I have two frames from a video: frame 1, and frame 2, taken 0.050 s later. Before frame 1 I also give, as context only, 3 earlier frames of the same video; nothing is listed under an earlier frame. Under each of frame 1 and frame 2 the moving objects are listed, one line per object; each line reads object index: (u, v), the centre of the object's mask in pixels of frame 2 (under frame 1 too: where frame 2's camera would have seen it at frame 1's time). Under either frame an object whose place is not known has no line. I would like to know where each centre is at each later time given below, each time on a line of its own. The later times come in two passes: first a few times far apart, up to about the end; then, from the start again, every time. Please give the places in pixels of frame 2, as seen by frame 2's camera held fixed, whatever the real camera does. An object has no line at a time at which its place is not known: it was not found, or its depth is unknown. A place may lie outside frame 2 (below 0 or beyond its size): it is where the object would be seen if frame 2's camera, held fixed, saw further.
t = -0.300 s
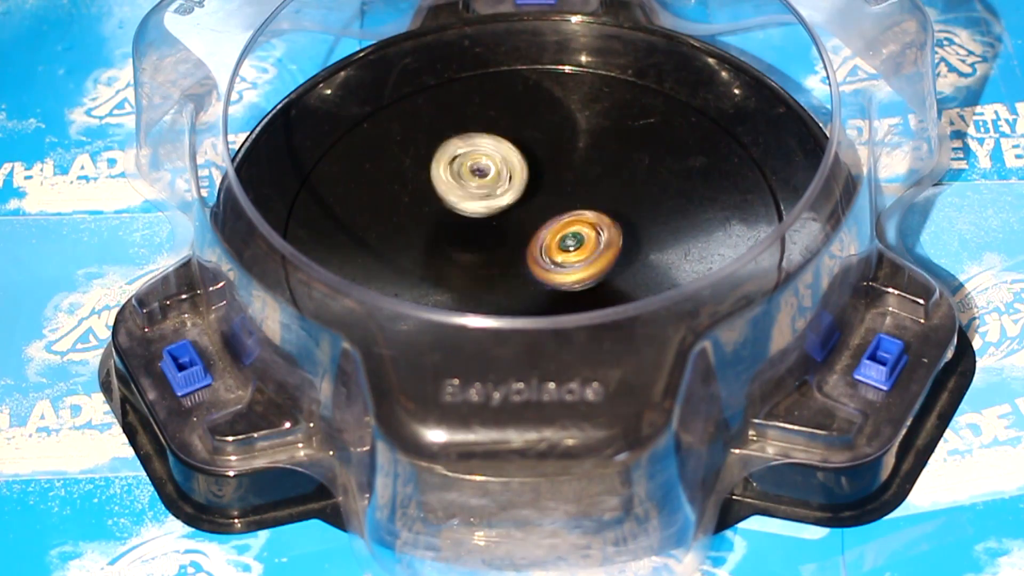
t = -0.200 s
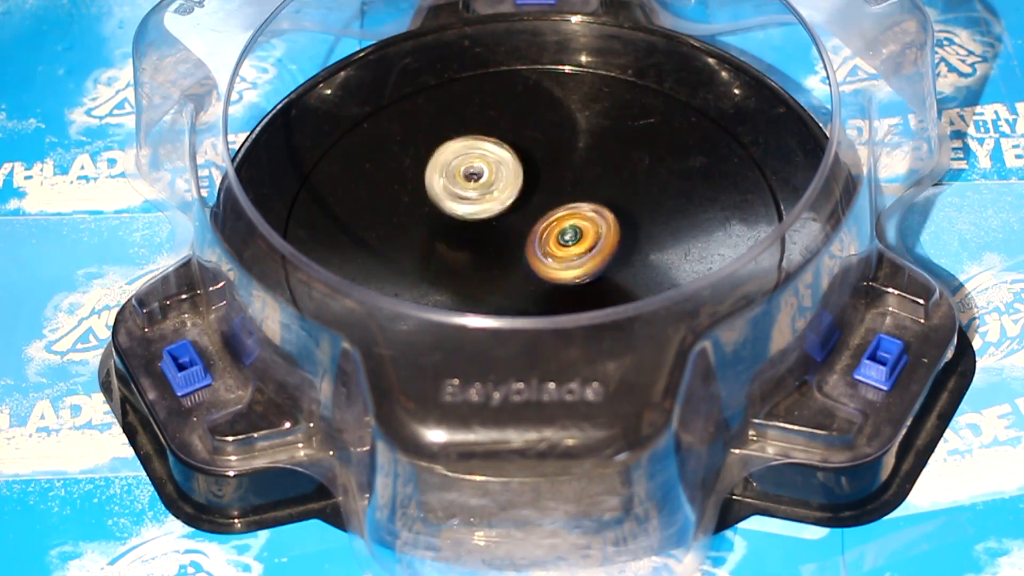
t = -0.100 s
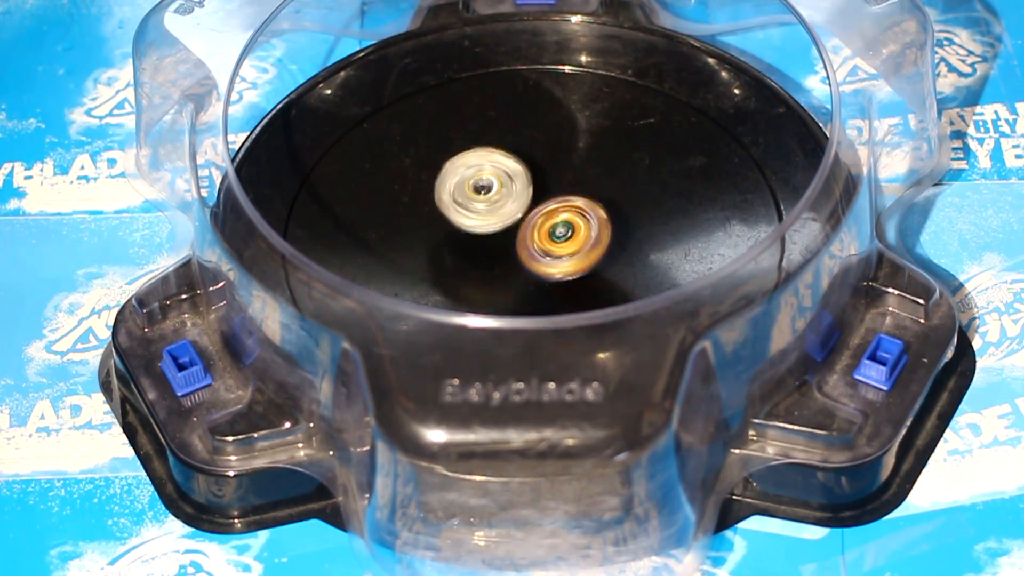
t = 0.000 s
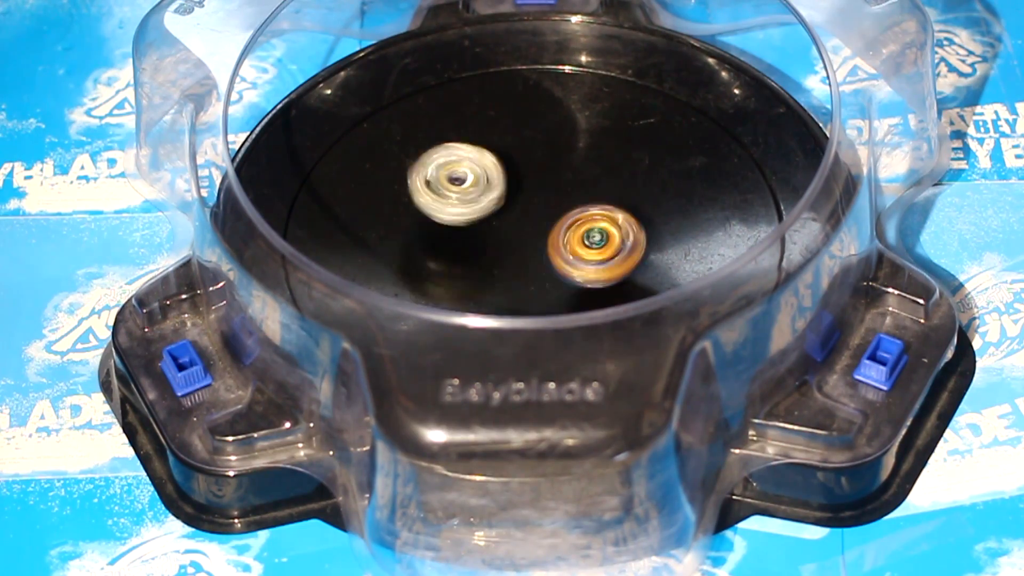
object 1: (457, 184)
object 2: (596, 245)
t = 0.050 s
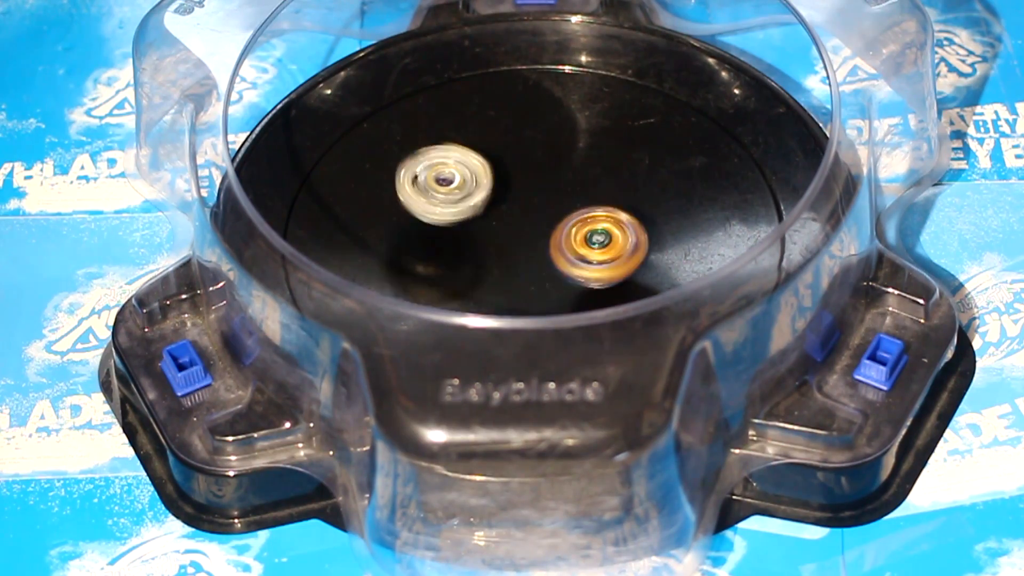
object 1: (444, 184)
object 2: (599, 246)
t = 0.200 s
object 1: (440, 203)
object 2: (590, 249)
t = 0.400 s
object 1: (479, 228)
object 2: (595, 255)
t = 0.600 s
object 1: (472, 233)
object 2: (609, 257)
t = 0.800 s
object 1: (504, 229)
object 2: (599, 255)
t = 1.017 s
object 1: (475, 196)
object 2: (608, 256)
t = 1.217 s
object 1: (473, 192)
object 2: (594, 259)
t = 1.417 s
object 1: (502, 203)
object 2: (572, 265)
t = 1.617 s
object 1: (491, 194)
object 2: (570, 280)
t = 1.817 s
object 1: (501, 207)
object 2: (563, 279)
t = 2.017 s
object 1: (514, 208)
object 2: (563, 281)
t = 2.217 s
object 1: (518, 203)
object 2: (550, 279)
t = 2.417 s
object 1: (527, 199)
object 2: (536, 282)
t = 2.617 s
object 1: (532, 163)
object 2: (508, 311)
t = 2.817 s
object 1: (536, 172)
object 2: (505, 291)
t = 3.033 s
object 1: (545, 186)
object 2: (506, 279)
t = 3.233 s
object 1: (562, 142)
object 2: (507, 284)
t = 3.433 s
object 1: (567, 148)
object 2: (498, 278)
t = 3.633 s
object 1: (547, 188)
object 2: (488, 265)
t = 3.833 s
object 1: (526, 191)
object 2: (458, 272)
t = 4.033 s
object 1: (499, 195)
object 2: (460, 260)
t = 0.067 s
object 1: (443, 185)
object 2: (598, 246)
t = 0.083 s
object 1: (441, 187)
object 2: (596, 246)
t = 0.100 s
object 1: (439, 188)
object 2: (596, 247)
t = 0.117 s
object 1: (440, 191)
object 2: (594, 247)
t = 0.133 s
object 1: (438, 193)
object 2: (593, 248)
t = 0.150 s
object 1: (438, 195)
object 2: (593, 248)
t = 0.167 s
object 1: (440, 198)
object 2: (592, 248)
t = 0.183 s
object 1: (439, 201)
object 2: (591, 249)
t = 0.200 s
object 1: (440, 203)
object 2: (590, 249)
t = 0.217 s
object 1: (444, 205)
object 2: (590, 250)
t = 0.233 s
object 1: (446, 209)
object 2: (588, 250)
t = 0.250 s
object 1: (449, 211)
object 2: (588, 251)
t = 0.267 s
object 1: (454, 214)
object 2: (587, 251)
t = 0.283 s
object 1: (458, 217)
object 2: (585, 251)
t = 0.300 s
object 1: (461, 219)
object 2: (585, 252)
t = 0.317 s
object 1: (468, 220)
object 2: (584, 252)
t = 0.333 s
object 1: (474, 224)
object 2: (583, 253)
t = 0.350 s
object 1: (477, 226)
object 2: (582, 253)
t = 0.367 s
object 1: (485, 227)
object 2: (582, 254)
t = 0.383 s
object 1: (483, 228)
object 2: (587, 255)
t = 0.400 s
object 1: (479, 228)
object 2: (595, 255)
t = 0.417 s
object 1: (479, 229)
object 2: (603, 256)
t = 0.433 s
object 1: (476, 229)
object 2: (607, 256)
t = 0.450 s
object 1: (474, 229)
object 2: (611, 257)
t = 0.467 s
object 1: (475, 230)
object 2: (613, 257)
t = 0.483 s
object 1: (472, 230)
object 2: (615, 257)
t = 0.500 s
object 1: (470, 230)
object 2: (615, 257)
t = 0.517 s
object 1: (472, 231)
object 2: (614, 257)
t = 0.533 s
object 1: (469, 232)
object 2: (613, 257)
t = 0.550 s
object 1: (470, 232)
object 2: (612, 257)
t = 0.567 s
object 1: (472, 233)
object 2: (611, 256)
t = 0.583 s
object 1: (470, 233)
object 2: (610, 257)
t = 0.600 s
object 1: (472, 233)
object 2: (609, 257)
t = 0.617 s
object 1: (476, 234)
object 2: (609, 257)
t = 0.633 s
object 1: (476, 234)
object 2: (608, 257)
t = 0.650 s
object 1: (479, 234)
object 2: (608, 257)
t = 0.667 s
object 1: (483, 234)
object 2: (606, 256)
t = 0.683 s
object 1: (484, 234)
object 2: (606, 256)
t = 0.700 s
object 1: (487, 234)
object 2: (606, 256)
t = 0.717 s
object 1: (490, 233)
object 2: (605, 256)
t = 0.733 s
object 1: (494, 233)
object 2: (603, 256)
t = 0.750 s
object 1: (495, 232)
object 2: (602, 256)
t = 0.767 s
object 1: (499, 231)
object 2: (602, 256)
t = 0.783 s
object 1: (502, 230)
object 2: (601, 255)
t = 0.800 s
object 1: (504, 229)
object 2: (599, 255)
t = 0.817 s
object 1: (507, 228)
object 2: (599, 255)
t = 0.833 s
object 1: (507, 224)
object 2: (604, 257)
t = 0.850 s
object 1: (502, 221)
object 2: (609, 257)
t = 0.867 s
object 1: (497, 218)
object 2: (614, 257)
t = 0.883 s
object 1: (494, 213)
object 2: (616, 257)
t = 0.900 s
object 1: (492, 211)
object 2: (617, 257)
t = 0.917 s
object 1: (489, 209)
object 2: (617, 257)
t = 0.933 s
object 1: (484, 206)
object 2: (616, 256)
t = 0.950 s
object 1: (483, 203)
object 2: (615, 256)
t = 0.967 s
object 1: (480, 201)
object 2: (611, 256)
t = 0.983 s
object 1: (476, 200)
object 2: (611, 256)
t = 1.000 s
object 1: (475, 197)
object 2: (609, 256)
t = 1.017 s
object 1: (475, 196)
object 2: (608, 256)
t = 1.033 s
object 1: (472, 195)
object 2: (607, 256)
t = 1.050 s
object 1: (470, 193)
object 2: (605, 256)
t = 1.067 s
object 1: (472, 192)
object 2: (604, 257)
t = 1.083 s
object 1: (470, 192)
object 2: (603, 257)
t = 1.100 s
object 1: (468, 191)
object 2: (602, 257)
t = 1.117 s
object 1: (469, 190)
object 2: (601, 257)
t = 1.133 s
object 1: (470, 191)
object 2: (600, 257)
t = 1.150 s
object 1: (469, 191)
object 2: (599, 258)
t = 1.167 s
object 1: (469, 190)
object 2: (598, 258)
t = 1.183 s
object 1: (473, 191)
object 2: (597, 259)
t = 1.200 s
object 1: (473, 192)
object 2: (596, 259)
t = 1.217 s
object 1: (473, 192)
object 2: (594, 259)
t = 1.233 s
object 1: (476, 192)
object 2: (593, 260)
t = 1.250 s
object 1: (480, 194)
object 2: (591, 260)
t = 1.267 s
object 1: (479, 195)
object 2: (590, 260)
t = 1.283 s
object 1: (480, 195)
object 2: (589, 260)
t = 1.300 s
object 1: (485, 196)
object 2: (586, 260)
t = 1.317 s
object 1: (489, 198)
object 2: (584, 261)
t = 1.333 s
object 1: (489, 200)
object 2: (581, 261)
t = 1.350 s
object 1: (492, 200)
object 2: (579, 262)
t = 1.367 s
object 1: (498, 201)
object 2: (577, 262)
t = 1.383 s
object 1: (501, 204)
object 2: (574, 263)
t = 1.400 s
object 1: (502, 206)
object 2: (571, 263)
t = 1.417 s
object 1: (502, 203)
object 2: (572, 265)
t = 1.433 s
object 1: (503, 199)
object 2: (573, 268)
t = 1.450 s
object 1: (500, 197)
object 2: (576, 271)
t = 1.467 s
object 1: (497, 195)
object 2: (576, 274)
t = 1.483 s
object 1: (498, 194)
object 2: (576, 275)
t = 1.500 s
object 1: (496, 194)
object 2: (576, 277)
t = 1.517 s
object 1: (494, 194)
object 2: (574, 278)
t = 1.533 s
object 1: (494, 192)
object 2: (573, 279)
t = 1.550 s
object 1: (495, 193)
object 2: (572, 279)
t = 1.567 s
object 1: (492, 193)
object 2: (571, 280)
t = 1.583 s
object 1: (490, 193)
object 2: (571, 280)
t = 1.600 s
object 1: (492, 193)
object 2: (571, 281)
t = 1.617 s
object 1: (491, 194)
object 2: (570, 280)
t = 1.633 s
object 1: (490, 194)
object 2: (570, 280)
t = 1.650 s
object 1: (491, 194)
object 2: (569, 281)
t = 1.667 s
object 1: (494, 196)
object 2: (568, 281)
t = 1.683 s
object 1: (492, 197)
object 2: (567, 281)
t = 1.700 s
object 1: (492, 197)
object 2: (565, 280)
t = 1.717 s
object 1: (494, 198)
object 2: (565, 281)
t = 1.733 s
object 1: (497, 200)
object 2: (564, 281)
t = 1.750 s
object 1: (495, 202)
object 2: (564, 281)
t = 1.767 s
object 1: (495, 202)
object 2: (564, 281)
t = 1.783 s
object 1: (498, 203)
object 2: (563, 280)
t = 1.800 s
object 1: (501, 205)
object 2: (563, 280)
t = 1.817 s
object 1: (501, 207)
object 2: (563, 279)
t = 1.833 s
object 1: (501, 208)
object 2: (561, 280)
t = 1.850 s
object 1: (505, 208)
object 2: (560, 279)
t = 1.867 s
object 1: (508, 211)
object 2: (559, 279)
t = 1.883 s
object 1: (509, 214)
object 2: (558, 279)
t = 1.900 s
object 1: (510, 214)
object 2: (558, 279)
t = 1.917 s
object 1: (513, 215)
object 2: (557, 279)
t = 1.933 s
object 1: (515, 215)
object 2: (558, 279)
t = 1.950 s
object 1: (515, 213)
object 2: (561, 280)
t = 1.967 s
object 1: (514, 211)
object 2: (562, 281)
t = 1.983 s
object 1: (516, 209)
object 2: (563, 282)
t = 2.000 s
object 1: (516, 209)
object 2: (564, 282)
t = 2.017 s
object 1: (514, 208)
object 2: (563, 281)
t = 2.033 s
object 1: (513, 206)
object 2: (562, 281)
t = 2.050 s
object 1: (516, 204)
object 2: (561, 280)
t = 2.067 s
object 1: (516, 205)
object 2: (559, 280)
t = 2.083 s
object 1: (515, 205)
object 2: (558, 280)
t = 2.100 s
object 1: (514, 203)
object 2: (556, 279)
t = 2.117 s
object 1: (517, 202)
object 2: (555, 279)
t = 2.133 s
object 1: (517, 203)
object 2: (555, 279)
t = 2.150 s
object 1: (516, 203)
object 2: (553, 279)
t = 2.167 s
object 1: (515, 202)
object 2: (553, 279)
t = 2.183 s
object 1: (519, 201)
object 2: (552, 278)
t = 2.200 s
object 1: (519, 202)
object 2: (551, 278)
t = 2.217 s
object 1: (518, 203)
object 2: (550, 279)
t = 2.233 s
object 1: (517, 202)
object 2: (550, 278)
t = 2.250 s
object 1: (521, 202)
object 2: (548, 278)
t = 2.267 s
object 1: (522, 203)
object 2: (548, 278)
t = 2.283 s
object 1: (520, 204)
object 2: (547, 278)
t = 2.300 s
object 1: (520, 203)
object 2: (546, 278)
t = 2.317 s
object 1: (523, 203)
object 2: (545, 278)
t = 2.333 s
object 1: (525, 203)
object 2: (543, 277)
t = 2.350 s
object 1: (524, 204)
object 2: (541, 277)
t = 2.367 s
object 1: (522, 205)
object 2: (540, 277)
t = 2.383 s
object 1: (524, 204)
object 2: (538, 277)
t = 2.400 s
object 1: (526, 202)
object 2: (537, 278)
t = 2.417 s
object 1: (527, 199)
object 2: (536, 282)
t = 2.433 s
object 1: (526, 196)
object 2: (534, 284)
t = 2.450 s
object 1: (525, 190)
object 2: (531, 287)
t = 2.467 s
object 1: (528, 185)
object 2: (529, 289)
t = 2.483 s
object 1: (528, 183)
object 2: (524, 292)
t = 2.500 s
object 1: (529, 181)
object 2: (522, 302)
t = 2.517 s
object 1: (527, 178)
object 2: (518, 304)
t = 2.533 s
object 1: (527, 174)
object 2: (515, 308)
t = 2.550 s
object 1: (530, 171)
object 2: (512, 310)
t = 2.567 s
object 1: (531, 170)
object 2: (510, 310)
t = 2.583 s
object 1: (530, 169)
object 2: (508, 311)
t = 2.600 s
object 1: (529, 166)
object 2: (508, 311)
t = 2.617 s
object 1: (532, 163)
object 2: (508, 311)
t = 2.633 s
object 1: (534, 164)
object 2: (507, 310)
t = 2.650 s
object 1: (533, 164)
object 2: (507, 309)
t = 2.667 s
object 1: (531, 164)
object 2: (507, 308)
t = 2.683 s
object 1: (532, 162)
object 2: (506, 297)
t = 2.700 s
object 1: (536, 162)
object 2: (506, 296)
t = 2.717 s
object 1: (537, 164)
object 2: (506, 296)
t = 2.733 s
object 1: (535, 165)
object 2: (505, 296)
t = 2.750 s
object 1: (534, 165)
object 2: (506, 295)
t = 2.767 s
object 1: (537, 165)
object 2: (506, 294)
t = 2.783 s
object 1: (539, 168)
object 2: (505, 293)
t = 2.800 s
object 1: (538, 171)
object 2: (505, 292)
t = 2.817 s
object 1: (536, 172)
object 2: (505, 291)
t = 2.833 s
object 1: (536, 173)
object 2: (504, 291)
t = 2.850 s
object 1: (537, 174)
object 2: (504, 290)
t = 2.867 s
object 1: (540, 178)
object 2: (503, 288)
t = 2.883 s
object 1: (539, 181)
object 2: (503, 287)
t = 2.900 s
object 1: (536, 184)
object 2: (503, 286)
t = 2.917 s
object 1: (536, 185)
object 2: (503, 284)
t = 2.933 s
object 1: (536, 187)
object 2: (503, 282)
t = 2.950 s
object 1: (538, 190)
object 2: (504, 280)
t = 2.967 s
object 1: (537, 196)
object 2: (505, 277)
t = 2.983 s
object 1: (536, 199)
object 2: (505, 275)
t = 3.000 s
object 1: (535, 199)
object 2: (507, 273)
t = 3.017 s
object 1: (539, 193)
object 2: (507, 276)
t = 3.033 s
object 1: (545, 186)
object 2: (506, 279)
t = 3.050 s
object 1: (547, 181)
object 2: (505, 283)
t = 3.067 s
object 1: (548, 177)
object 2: (507, 285)
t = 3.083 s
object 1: (551, 173)
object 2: (507, 286)
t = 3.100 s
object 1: (552, 171)
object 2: (507, 287)
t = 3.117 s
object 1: (551, 169)
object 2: (508, 288)
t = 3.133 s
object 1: (550, 165)
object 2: (509, 288)
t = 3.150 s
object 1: (550, 160)
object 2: (510, 287)
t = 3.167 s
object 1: (553, 156)
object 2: (510, 287)
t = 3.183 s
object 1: (555, 152)
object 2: (511, 286)
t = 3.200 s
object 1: (557, 149)
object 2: (510, 286)
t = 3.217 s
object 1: (559, 145)
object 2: (508, 285)
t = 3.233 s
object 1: (562, 142)
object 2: (507, 284)
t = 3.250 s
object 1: (564, 140)
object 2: (507, 283)
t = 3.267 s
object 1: (565, 139)
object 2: (507, 283)
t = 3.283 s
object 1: (565, 137)
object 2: (505, 282)
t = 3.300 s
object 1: (567, 135)
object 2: (505, 282)
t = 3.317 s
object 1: (571, 136)
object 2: (504, 281)
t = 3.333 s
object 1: (570, 138)
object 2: (502, 281)
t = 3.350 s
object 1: (568, 140)
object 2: (501, 280)
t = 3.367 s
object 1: (566, 139)
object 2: (501, 280)
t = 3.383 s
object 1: (567, 139)
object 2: (501, 279)
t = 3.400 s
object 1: (569, 141)
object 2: (499, 279)
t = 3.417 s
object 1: (569, 145)
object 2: (499, 279)
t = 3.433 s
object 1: (567, 148)
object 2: (498, 278)
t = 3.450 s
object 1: (564, 150)
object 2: (496, 278)
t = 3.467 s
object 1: (564, 151)
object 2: (496, 278)
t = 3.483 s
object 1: (564, 154)
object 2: (497, 276)
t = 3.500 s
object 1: (565, 158)
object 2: (496, 276)
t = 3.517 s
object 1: (562, 163)
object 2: (494, 275)
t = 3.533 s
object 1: (560, 168)
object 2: (494, 273)
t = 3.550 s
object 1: (558, 172)
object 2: (493, 272)
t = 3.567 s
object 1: (554, 176)
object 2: (491, 271)
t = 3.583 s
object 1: (554, 179)
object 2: (491, 270)
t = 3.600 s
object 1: (550, 182)
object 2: (490, 268)
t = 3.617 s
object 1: (548, 185)
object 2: (489, 266)
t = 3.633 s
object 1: (547, 188)
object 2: (488, 265)
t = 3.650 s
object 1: (544, 191)
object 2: (487, 263)
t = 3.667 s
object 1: (543, 195)
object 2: (485, 261)
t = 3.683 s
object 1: (538, 197)
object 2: (483, 262)
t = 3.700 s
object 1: (538, 195)
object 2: (481, 266)
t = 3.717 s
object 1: (540, 194)
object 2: (478, 267)
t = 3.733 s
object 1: (540, 193)
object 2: (473, 268)
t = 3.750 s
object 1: (538, 194)
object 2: (470, 271)
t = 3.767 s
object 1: (533, 194)
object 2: (467, 271)
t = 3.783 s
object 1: (529, 192)
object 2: (464, 270)
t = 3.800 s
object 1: (528, 191)
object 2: (461, 270)
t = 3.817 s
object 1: (526, 191)
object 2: (460, 271)
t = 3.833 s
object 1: (526, 191)
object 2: (458, 272)
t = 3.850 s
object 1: (521, 192)
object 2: (457, 271)
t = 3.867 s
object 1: (518, 191)
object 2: (457, 270)
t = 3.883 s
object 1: (517, 190)
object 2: (457, 271)
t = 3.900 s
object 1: (515, 191)
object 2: (458, 270)
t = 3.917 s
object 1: (514, 192)
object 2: (458, 270)
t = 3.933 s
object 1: (511, 192)
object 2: (459, 267)
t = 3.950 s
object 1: (508, 191)
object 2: (460, 266)
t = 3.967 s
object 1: (508, 192)
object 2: (460, 265)
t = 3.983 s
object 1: (507, 194)
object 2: (459, 266)
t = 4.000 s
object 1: (505, 195)
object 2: (460, 262)
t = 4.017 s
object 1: (502, 196)
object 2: (460, 261)
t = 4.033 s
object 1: (499, 195)
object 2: (460, 260)
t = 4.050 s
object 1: (500, 195)
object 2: (459, 260)
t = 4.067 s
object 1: (503, 195)
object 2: (459, 260)
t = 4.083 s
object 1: (503, 195)
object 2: (461, 260)
